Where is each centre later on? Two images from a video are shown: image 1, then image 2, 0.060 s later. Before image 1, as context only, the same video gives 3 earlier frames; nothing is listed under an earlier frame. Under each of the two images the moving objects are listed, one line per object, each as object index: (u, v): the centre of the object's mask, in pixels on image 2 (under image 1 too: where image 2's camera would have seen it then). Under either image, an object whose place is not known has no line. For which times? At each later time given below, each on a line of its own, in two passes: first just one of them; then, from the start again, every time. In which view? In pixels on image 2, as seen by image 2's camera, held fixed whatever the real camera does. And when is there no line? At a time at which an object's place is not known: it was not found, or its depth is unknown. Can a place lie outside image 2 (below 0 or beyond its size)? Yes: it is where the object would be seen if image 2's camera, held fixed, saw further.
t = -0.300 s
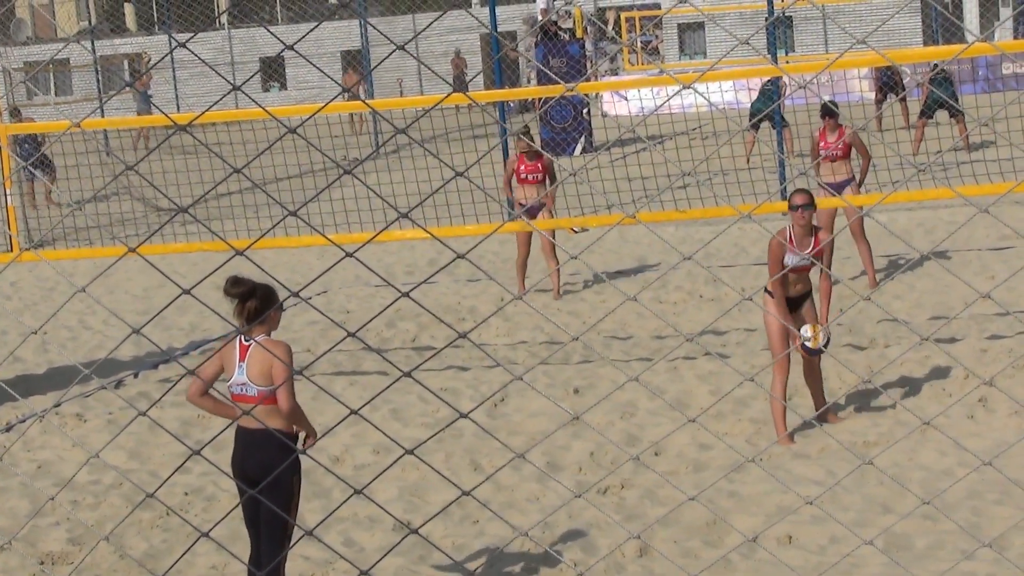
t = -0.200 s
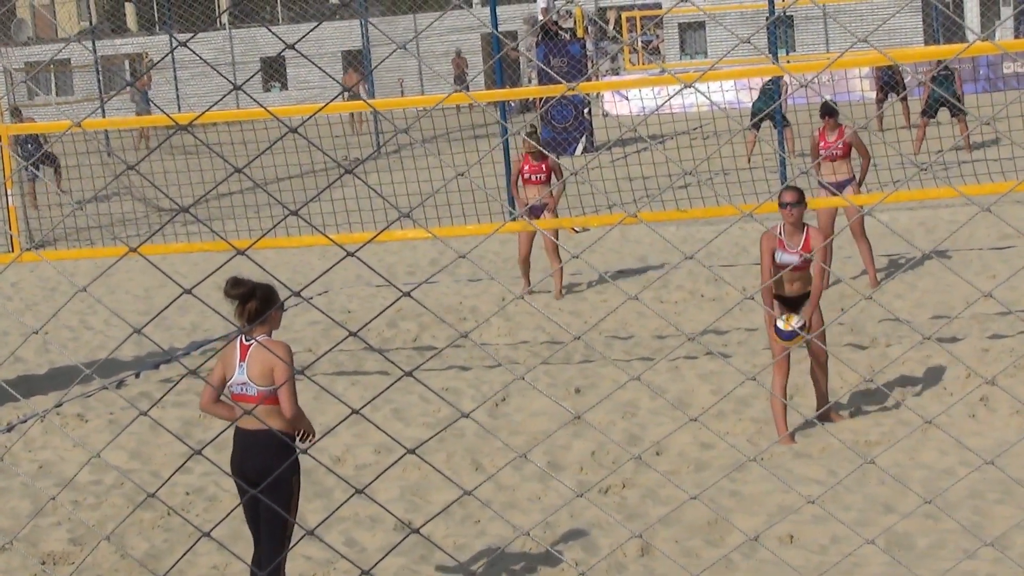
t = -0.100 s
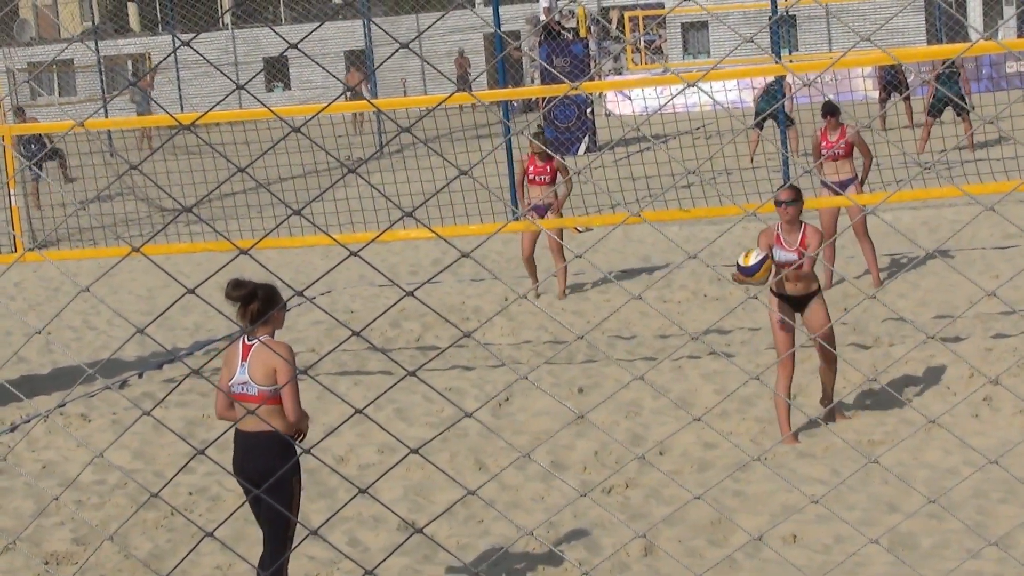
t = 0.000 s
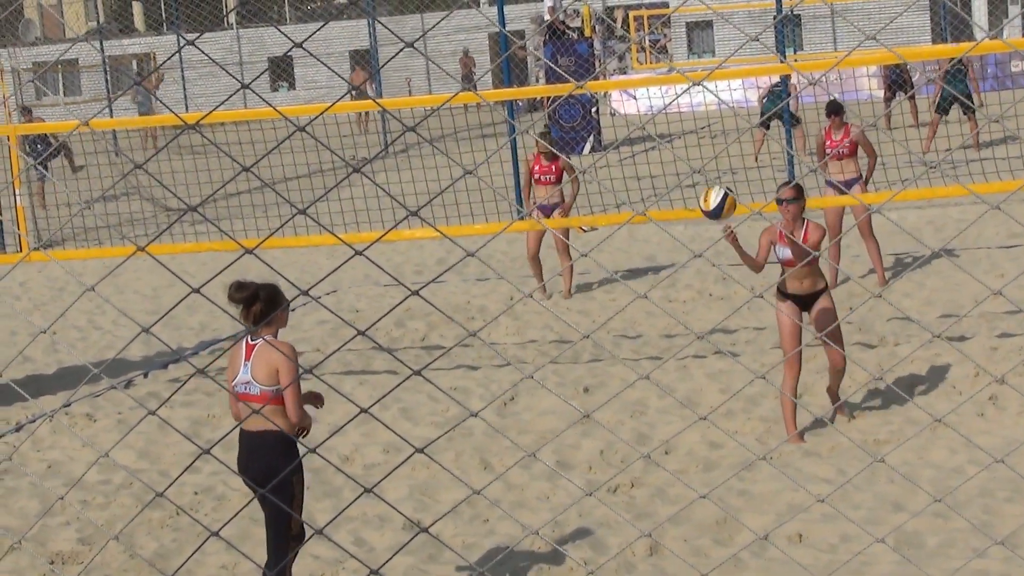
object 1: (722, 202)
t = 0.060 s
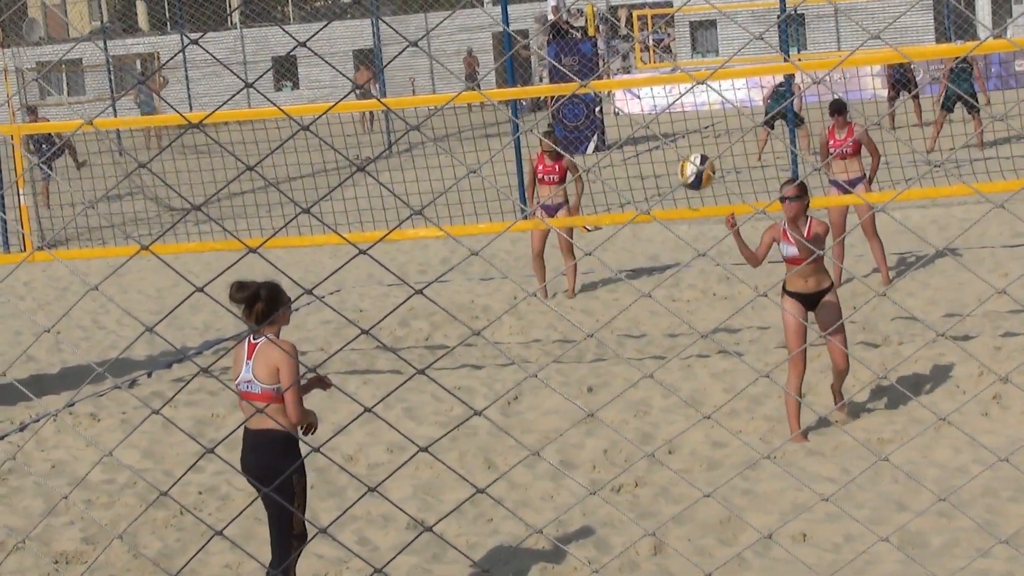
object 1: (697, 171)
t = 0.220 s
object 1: (630, 118)
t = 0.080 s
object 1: (688, 163)
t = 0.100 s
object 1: (680, 155)
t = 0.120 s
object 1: (671, 147)
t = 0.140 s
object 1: (662, 140)
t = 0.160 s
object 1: (655, 135)
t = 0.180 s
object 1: (647, 128)
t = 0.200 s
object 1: (639, 123)
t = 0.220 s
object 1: (630, 118)
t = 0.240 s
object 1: (620, 115)
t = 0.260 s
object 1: (613, 113)
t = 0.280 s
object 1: (604, 111)
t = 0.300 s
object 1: (596, 110)
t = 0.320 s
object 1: (587, 109)
